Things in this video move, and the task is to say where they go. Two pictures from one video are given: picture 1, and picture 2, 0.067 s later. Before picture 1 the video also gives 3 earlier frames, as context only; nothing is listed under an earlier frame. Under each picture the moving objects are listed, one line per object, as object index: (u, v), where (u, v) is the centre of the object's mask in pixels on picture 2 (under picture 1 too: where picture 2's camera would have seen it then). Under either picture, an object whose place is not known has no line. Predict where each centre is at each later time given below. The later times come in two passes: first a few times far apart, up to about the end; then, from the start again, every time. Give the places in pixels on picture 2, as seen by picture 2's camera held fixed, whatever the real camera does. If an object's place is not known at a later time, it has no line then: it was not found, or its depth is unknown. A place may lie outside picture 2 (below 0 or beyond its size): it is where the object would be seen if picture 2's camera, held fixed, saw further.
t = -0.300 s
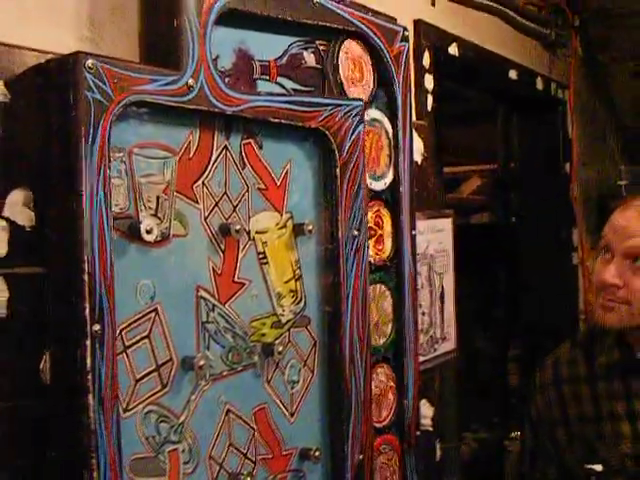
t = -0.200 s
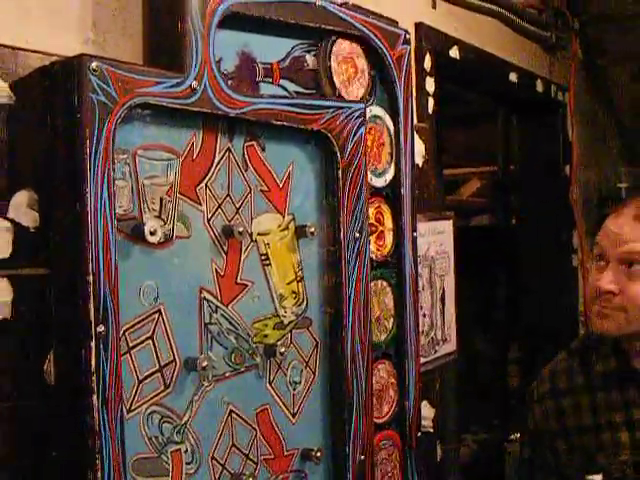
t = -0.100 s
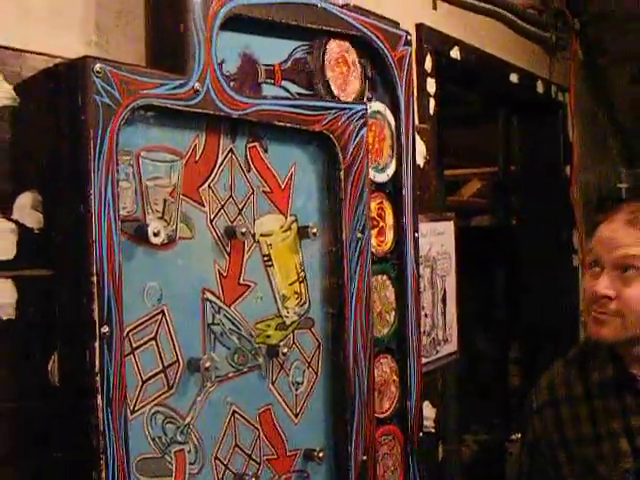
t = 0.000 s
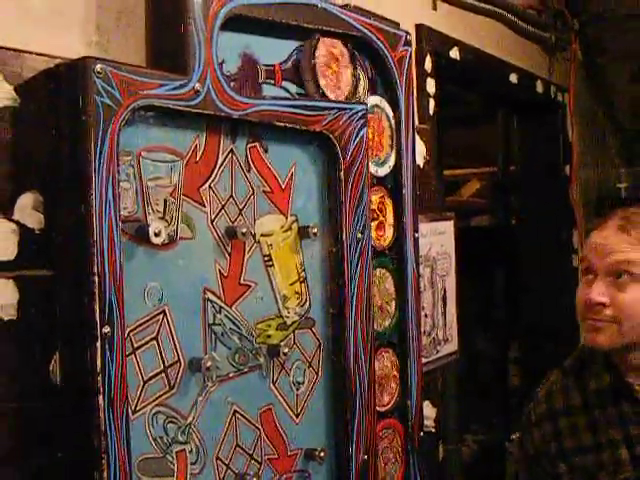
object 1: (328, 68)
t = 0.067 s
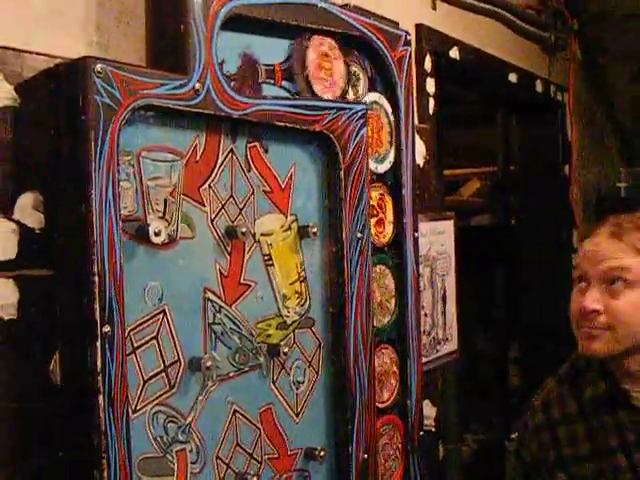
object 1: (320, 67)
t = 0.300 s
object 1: (283, 63)
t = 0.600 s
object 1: (240, 72)
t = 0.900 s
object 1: (235, 165)
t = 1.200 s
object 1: (263, 196)
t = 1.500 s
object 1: (224, 307)
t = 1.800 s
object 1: (250, 406)
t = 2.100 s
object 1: (249, 422)
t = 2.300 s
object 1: (282, 460)
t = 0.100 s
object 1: (316, 67)
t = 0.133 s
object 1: (311, 66)
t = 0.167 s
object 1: (305, 66)
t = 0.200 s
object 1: (301, 65)
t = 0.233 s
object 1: (297, 65)
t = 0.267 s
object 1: (290, 64)
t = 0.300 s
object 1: (283, 63)
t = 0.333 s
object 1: (276, 62)
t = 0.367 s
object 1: (270, 62)
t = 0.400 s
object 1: (263, 61)
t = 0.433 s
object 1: (255, 59)
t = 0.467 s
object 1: (249, 59)
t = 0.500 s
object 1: (246, 60)
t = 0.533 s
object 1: (241, 65)
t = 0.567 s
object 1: (240, 71)
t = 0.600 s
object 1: (240, 72)
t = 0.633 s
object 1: (240, 72)
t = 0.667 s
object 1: (229, 134)
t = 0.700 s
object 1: (232, 142)
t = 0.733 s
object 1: (231, 151)
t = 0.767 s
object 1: (232, 164)
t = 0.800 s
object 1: (233, 169)
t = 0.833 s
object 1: (234, 161)
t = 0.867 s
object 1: (235, 162)
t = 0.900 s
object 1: (235, 165)
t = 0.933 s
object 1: (236, 173)
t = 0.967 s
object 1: (237, 170)
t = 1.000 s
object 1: (240, 174)
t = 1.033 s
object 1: (241, 174)
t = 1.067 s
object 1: (244, 176)
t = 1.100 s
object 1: (247, 177)
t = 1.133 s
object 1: (251, 180)
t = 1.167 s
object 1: (257, 186)
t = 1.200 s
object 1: (263, 196)
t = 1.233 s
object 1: (271, 212)
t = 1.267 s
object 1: (274, 233)
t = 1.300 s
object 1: (270, 256)
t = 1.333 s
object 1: (265, 286)
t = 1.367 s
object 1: (258, 294)
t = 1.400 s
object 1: (245, 293)
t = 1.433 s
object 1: (234, 297)
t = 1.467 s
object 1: (224, 311)
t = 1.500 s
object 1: (224, 307)
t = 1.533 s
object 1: (228, 305)
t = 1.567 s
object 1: (230, 309)
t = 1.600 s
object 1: (235, 324)
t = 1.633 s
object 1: (240, 346)
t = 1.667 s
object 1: (243, 376)
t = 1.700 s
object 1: (245, 414)
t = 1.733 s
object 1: (250, 408)
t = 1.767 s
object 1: (254, 398)
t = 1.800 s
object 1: (250, 406)
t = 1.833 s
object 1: (247, 420)
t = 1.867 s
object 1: (246, 417)
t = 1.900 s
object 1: (246, 418)
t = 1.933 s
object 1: (246, 422)
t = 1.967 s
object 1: (246, 422)
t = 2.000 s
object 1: (246, 422)
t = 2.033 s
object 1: (246, 423)
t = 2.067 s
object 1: (247, 422)
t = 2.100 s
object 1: (249, 422)
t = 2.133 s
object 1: (252, 422)
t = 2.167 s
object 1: (256, 423)
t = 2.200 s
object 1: (261, 425)
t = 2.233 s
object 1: (266, 431)
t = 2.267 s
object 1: (274, 439)
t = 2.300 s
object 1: (282, 460)
